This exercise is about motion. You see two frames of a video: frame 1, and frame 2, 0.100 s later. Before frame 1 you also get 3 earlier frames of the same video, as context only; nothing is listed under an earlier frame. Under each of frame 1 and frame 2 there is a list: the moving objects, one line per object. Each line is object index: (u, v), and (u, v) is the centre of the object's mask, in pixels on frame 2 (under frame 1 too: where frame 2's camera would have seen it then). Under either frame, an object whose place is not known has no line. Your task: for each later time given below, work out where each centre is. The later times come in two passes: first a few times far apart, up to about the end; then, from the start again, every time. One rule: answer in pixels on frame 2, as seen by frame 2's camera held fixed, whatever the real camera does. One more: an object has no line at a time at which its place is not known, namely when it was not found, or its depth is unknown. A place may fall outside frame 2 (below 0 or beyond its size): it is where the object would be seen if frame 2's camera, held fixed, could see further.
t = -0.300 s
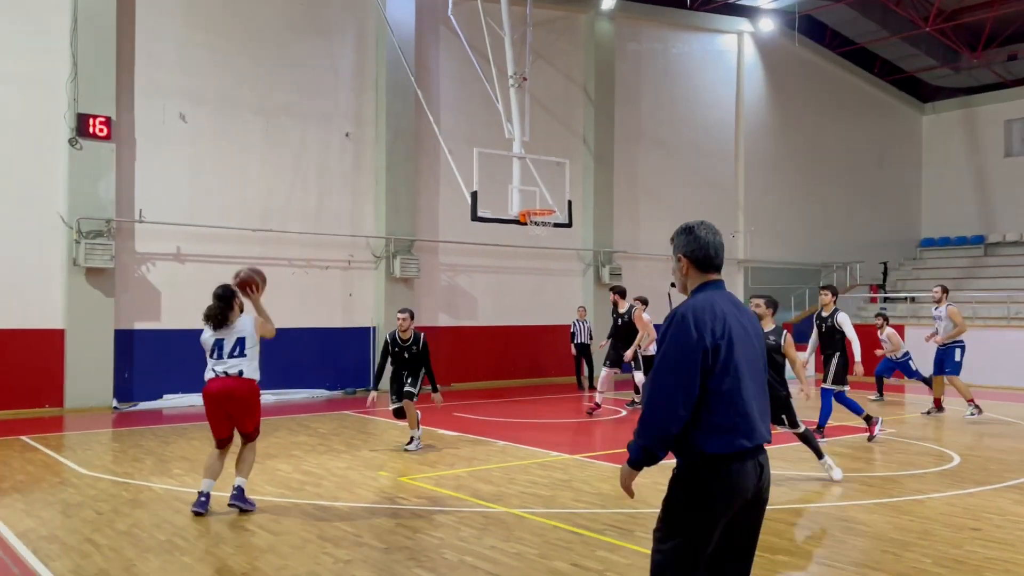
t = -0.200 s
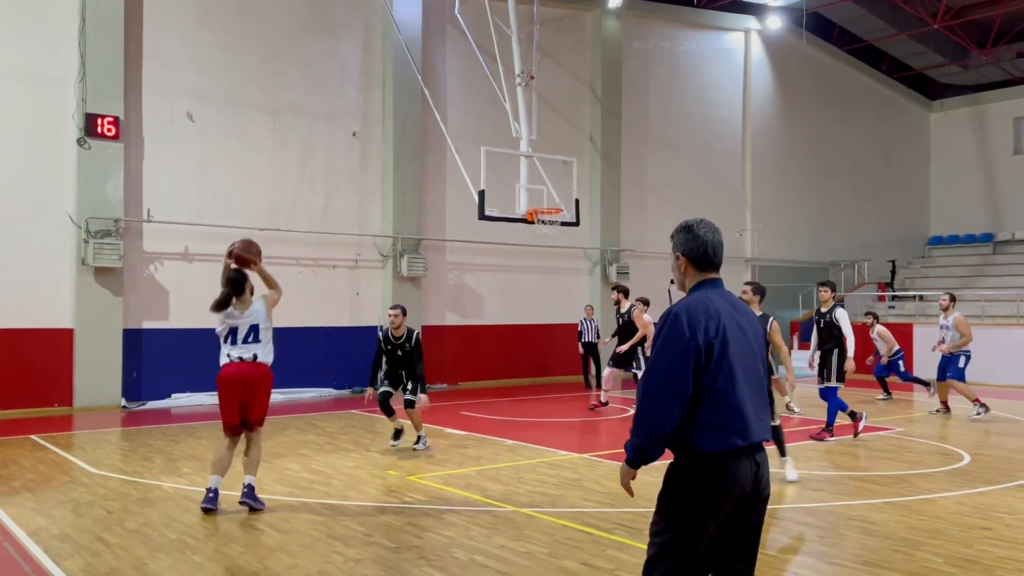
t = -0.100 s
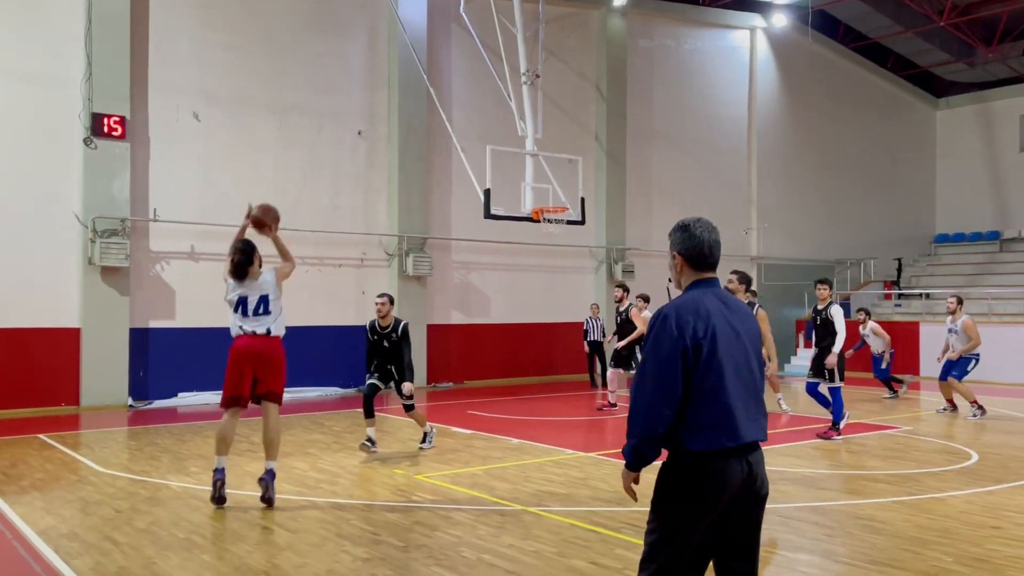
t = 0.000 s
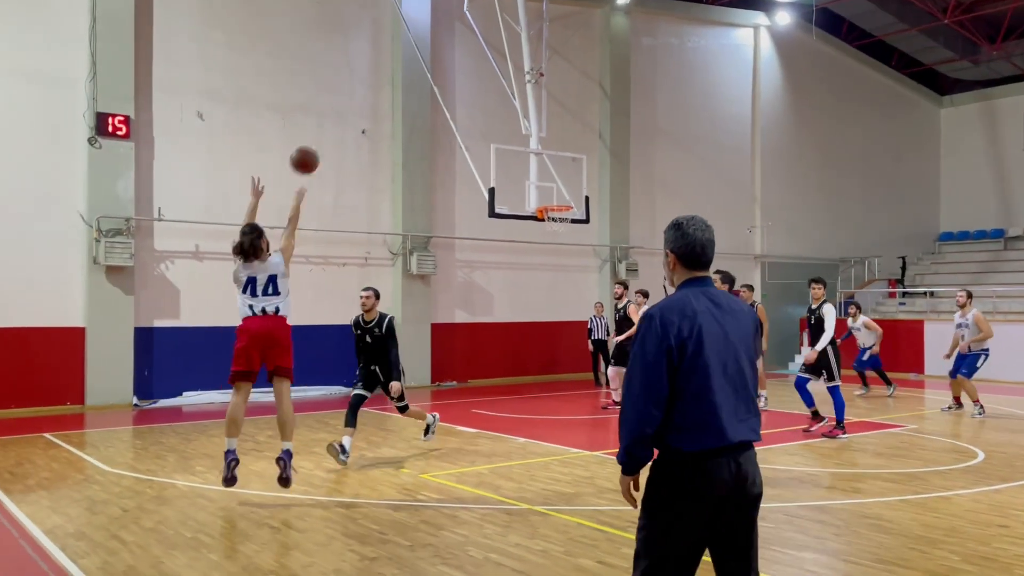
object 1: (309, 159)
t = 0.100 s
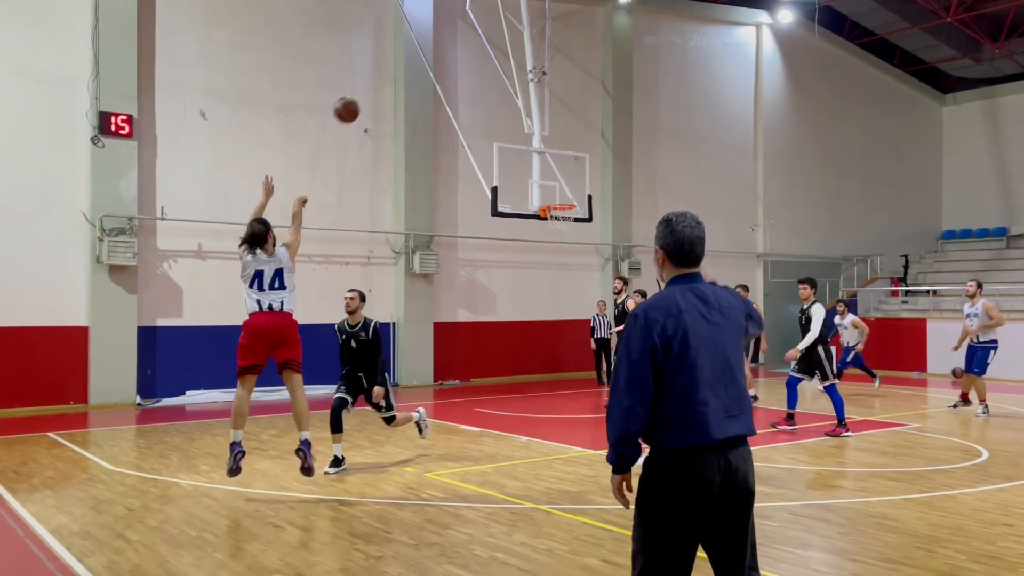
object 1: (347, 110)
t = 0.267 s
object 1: (400, 62)
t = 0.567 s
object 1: (473, 54)
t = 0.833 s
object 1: (519, 103)
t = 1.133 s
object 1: (558, 197)
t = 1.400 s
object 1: (546, 234)
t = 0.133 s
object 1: (358, 98)
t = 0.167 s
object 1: (370, 86)
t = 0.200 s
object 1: (381, 76)
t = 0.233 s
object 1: (390, 69)
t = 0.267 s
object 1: (400, 62)
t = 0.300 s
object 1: (410, 57)
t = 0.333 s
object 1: (419, 53)
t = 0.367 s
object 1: (428, 50)
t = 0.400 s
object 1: (436, 48)
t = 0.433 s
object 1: (444, 47)
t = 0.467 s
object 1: (452, 48)
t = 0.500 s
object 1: (459, 49)
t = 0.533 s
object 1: (466, 51)
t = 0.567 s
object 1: (473, 54)
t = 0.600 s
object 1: (479, 58)
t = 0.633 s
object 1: (486, 61)
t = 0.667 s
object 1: (491, 67)
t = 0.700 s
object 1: (498, 73)
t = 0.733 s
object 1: (503, 79)
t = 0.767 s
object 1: (509, 86)
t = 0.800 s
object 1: (514, 95)
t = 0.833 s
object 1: (519, 103)
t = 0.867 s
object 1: (524, 111)
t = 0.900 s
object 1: (529, 121)
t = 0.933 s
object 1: (533, 130)
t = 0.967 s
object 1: (538, 140)
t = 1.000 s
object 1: (542, 151)
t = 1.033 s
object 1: (547, 162)
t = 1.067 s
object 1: (551, 174)
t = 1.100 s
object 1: (555, 185)
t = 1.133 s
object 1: (558, 197)
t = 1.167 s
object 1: (562, 204)
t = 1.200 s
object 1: (567, 207)
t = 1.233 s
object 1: (561, 211)
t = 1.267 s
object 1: (556, 215)
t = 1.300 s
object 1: (551, 221)
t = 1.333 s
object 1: (549, 223)
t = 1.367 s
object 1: (548, 228)
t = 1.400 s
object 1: (546, 234)
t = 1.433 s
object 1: (545, 240)
